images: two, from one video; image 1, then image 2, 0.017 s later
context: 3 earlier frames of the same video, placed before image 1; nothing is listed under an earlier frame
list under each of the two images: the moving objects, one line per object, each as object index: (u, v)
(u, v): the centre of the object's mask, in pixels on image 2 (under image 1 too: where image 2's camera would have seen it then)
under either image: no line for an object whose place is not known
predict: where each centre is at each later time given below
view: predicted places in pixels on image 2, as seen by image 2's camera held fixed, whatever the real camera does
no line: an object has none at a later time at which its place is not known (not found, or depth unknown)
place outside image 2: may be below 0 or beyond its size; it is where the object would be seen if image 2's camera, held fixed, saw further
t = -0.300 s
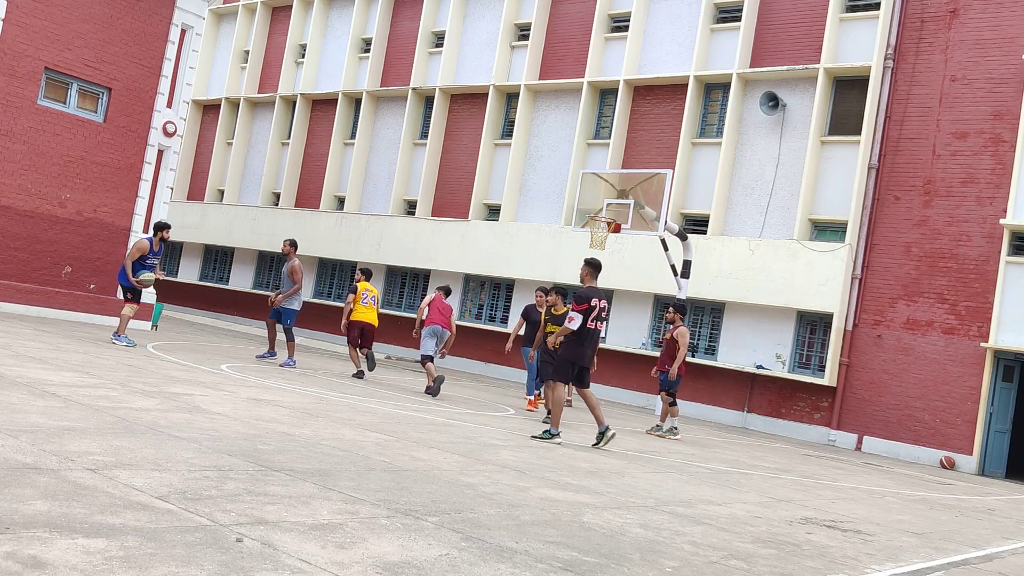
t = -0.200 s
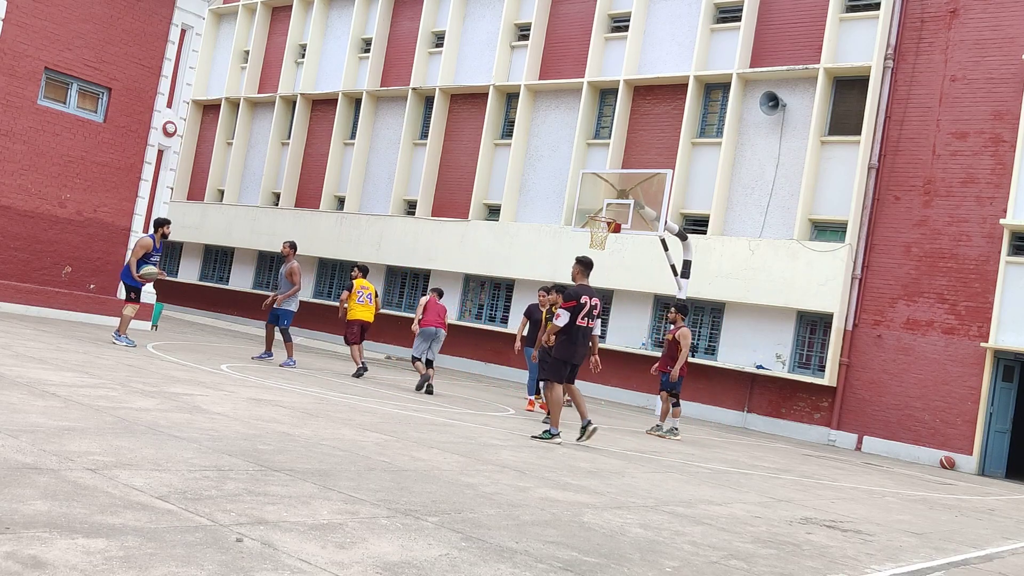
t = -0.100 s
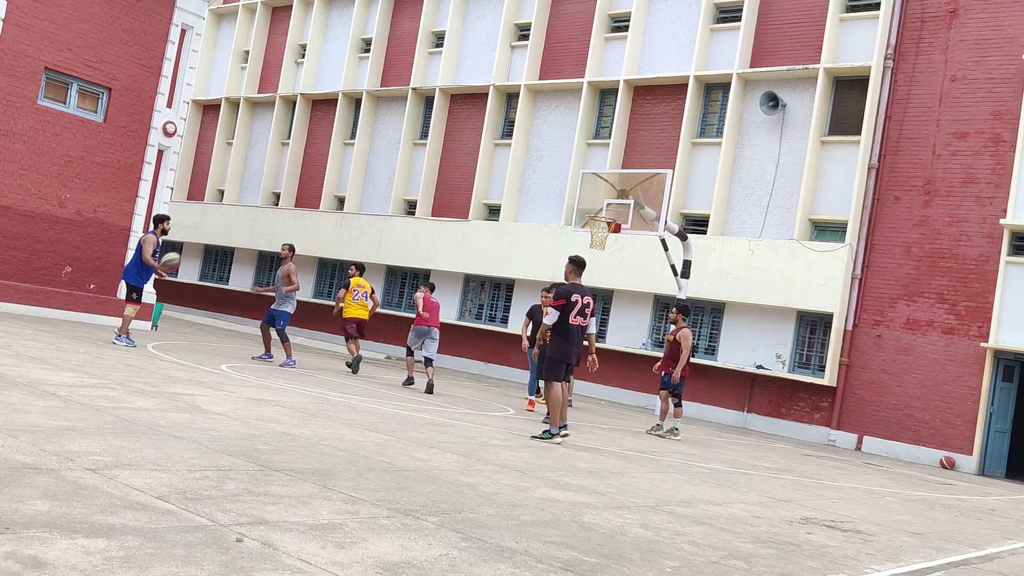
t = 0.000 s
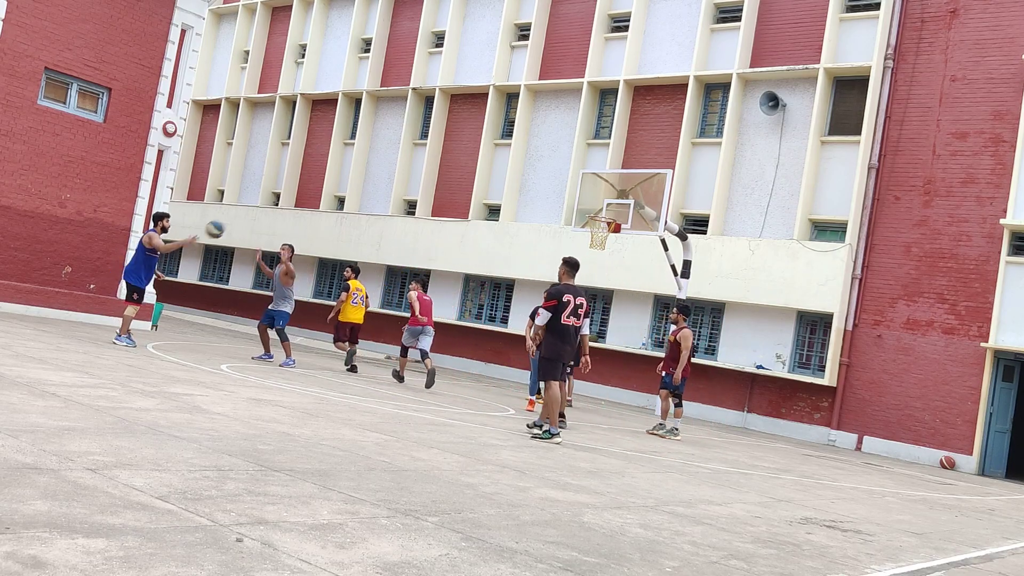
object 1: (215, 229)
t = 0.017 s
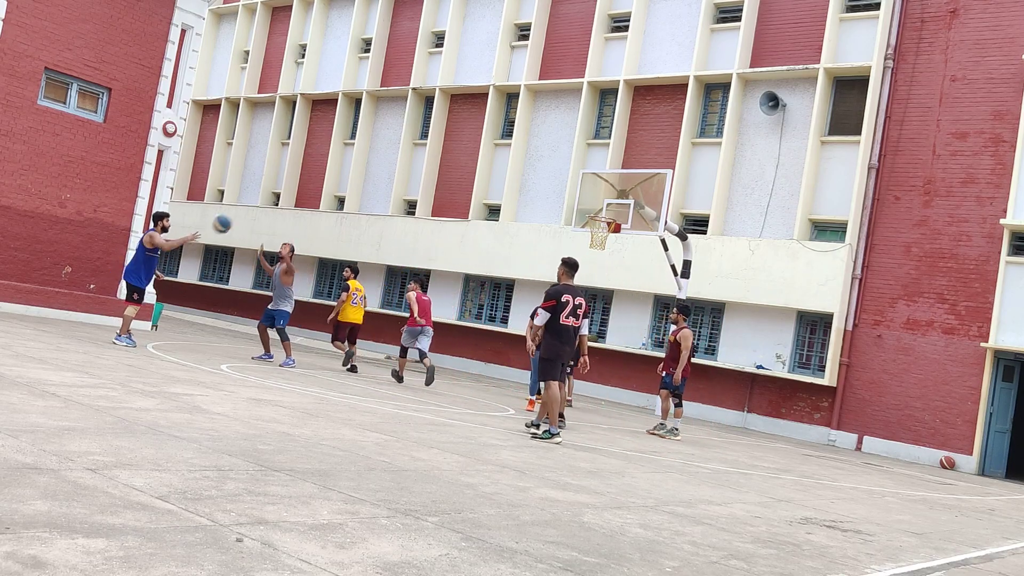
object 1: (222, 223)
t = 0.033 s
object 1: (229, 218)
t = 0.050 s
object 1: (236, 214)
